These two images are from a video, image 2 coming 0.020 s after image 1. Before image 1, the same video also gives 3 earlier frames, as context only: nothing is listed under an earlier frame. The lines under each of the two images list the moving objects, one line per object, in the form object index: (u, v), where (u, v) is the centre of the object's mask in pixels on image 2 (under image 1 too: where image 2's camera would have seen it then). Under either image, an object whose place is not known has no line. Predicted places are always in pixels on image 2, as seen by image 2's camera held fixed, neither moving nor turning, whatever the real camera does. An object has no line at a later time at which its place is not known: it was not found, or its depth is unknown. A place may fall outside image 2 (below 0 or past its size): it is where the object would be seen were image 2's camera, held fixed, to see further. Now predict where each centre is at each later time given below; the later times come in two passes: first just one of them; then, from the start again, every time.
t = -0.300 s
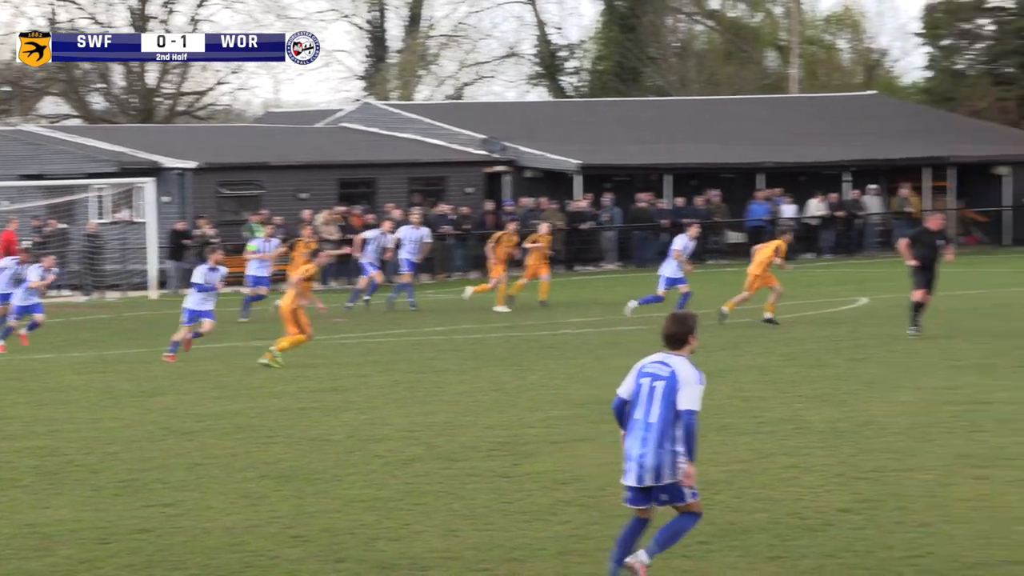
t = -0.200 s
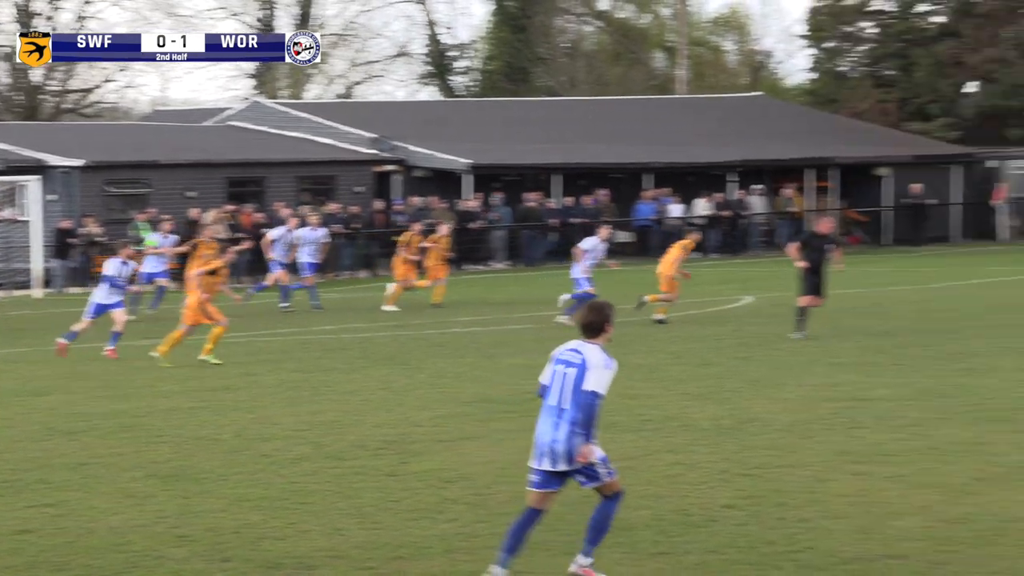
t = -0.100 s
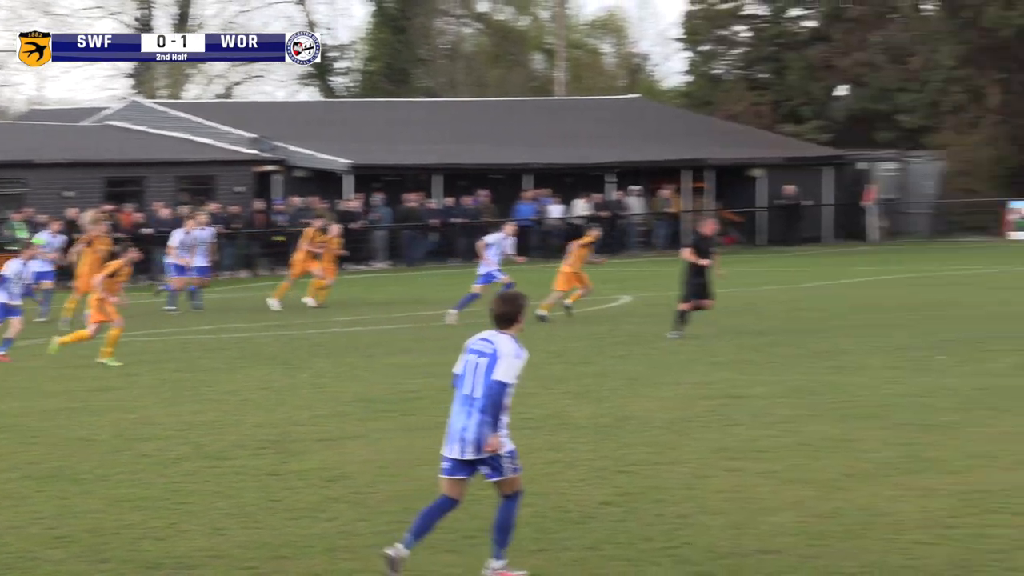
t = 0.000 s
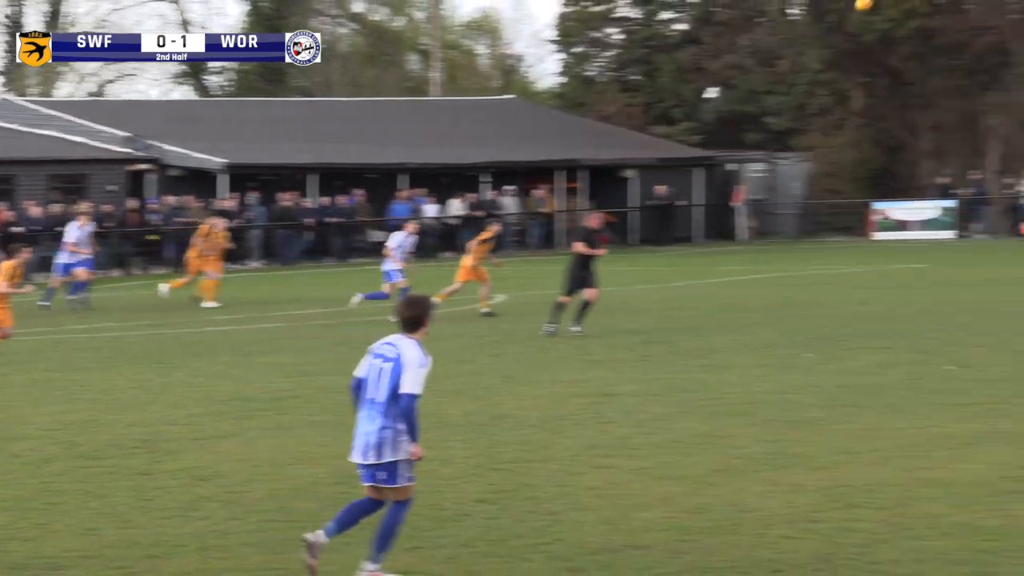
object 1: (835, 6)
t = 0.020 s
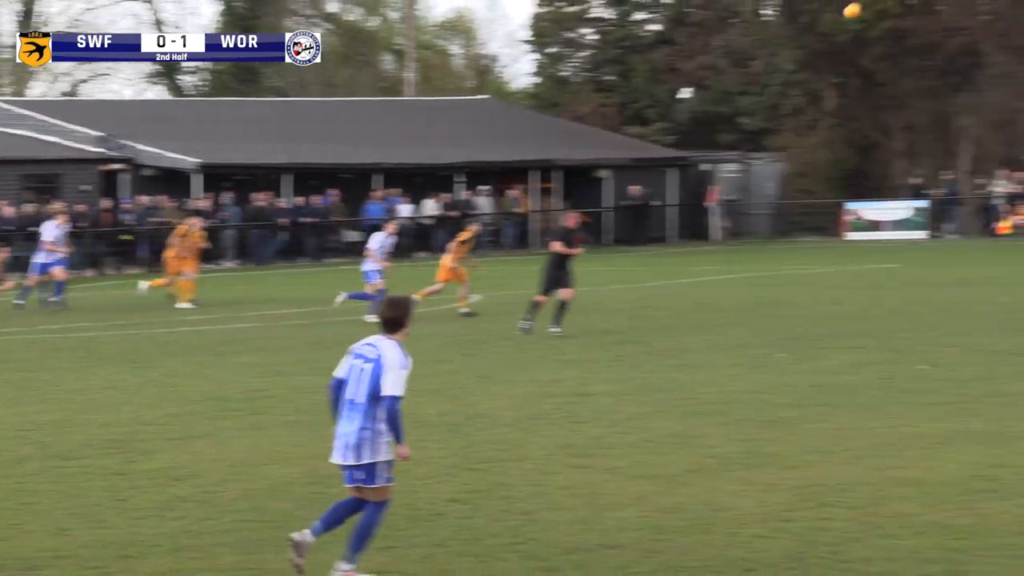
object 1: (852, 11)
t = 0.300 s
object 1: (1075, 139)
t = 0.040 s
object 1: (868, 18)
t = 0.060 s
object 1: (884, 25)
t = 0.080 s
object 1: (900, 33)
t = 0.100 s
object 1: (916, 41)
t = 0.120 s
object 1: (932, 50)
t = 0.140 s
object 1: (949, 58)
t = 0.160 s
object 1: (965, 67)
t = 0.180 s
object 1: (981, 75)
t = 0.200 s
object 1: (996, 85)
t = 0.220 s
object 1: (1012, 95)
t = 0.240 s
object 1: (1028, 106)
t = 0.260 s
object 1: (1043, 116)
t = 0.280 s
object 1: (1059, 127)
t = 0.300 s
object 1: (1075, 139)
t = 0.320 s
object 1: (1091, 151)
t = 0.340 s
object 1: (1108, 163)
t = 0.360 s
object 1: (1124, 175)
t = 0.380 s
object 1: (1140, 188)
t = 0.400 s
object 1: (1157, 201)
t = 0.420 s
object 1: (1173, 215)
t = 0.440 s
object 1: (1191, 228)
